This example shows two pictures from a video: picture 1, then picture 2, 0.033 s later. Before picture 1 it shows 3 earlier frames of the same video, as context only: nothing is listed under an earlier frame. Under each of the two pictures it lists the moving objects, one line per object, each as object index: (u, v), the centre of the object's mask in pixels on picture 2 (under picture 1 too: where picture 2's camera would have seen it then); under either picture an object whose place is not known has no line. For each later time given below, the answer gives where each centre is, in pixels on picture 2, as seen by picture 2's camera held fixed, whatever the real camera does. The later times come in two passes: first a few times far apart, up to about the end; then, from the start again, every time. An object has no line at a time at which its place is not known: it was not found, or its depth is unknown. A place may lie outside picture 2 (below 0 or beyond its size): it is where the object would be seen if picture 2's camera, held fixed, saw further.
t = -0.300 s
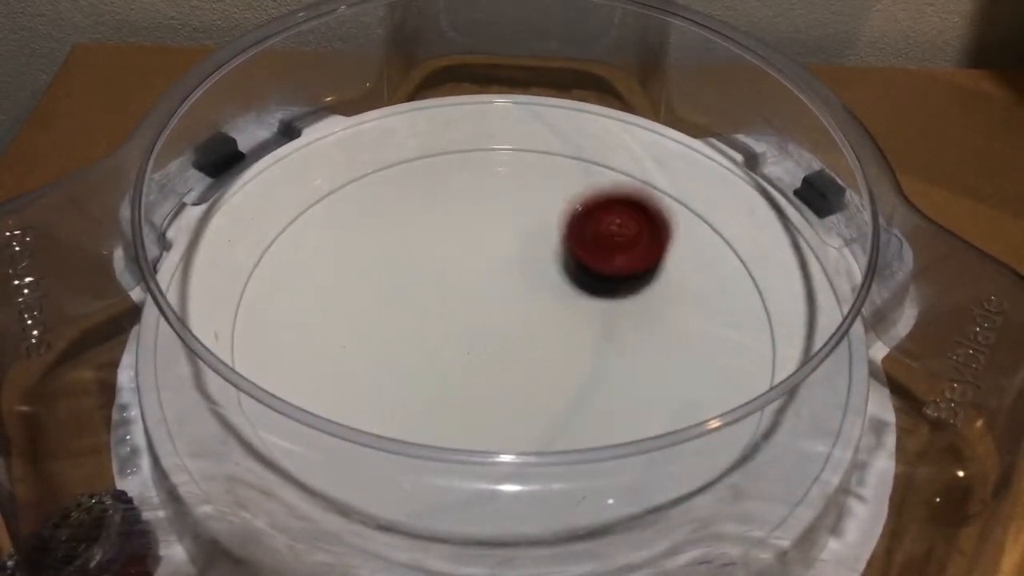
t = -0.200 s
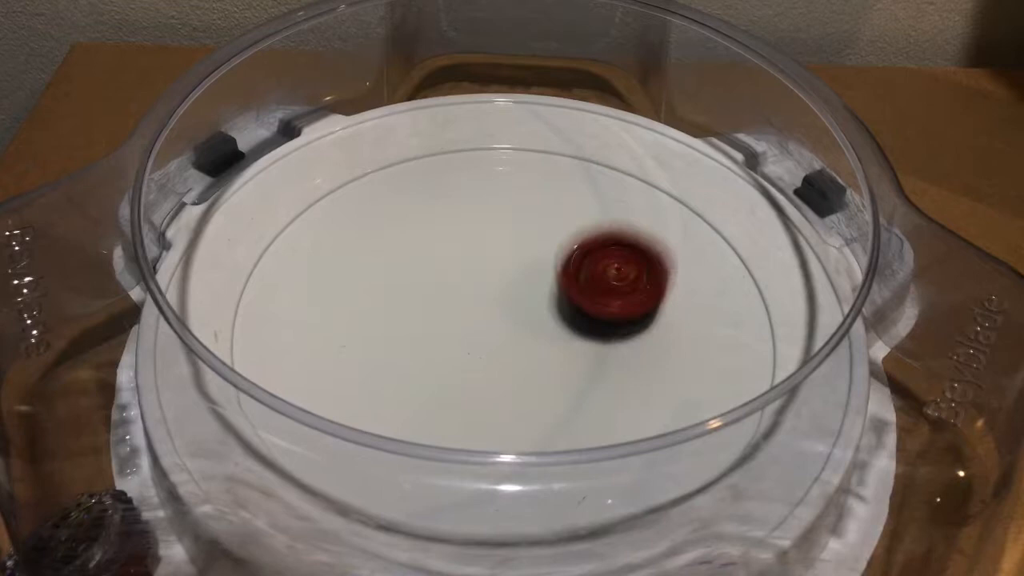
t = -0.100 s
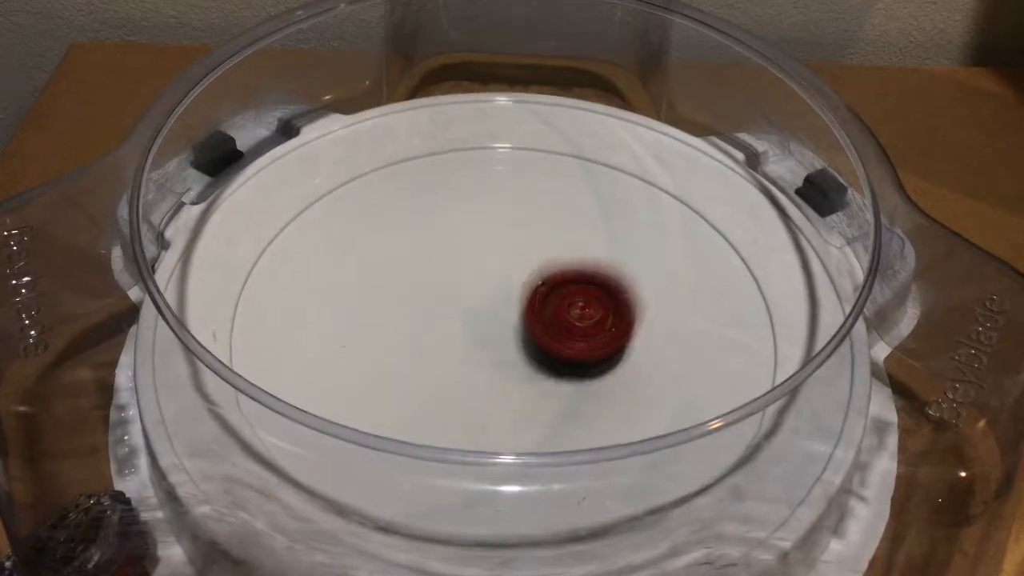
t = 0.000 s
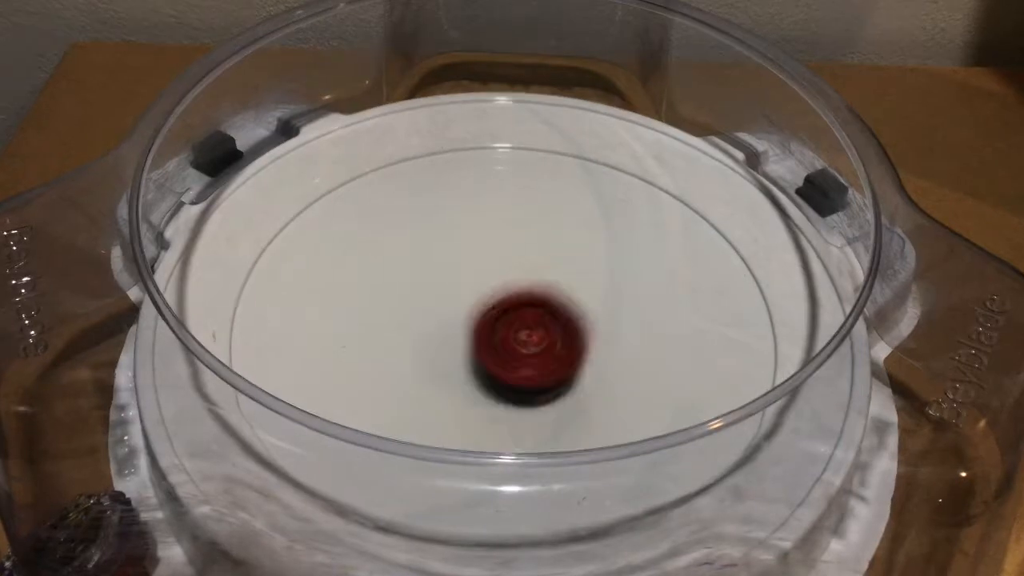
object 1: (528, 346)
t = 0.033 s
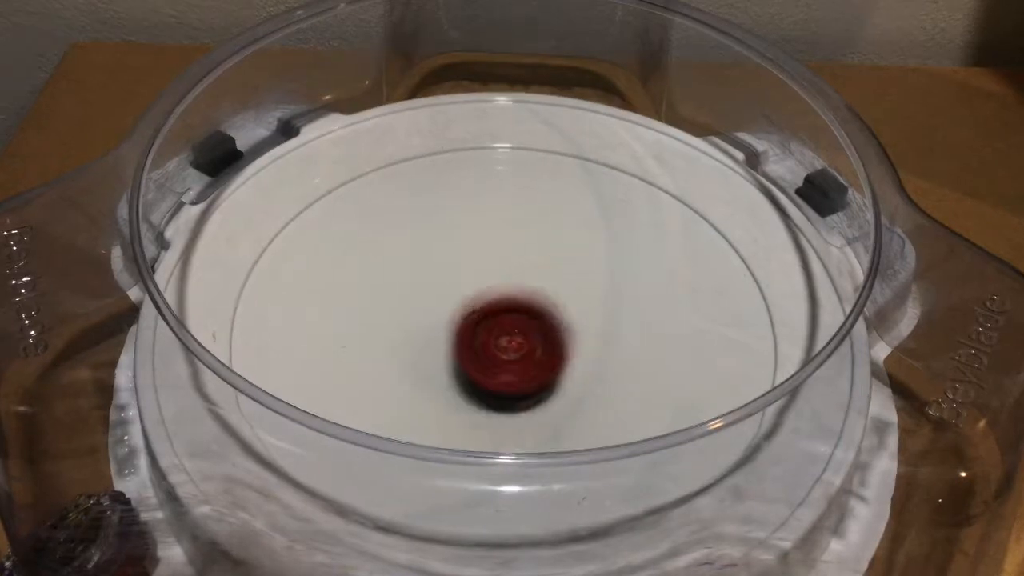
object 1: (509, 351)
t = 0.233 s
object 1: (398, 350)
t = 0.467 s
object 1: (362, 277)
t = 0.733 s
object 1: (500, 266)
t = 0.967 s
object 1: (605, 314)
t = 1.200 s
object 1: (603, 387)
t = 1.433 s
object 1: (482, 358)
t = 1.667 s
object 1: (447, 269)
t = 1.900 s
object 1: (494, 209)
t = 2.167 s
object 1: (566, 271)
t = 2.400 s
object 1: (519, 354)
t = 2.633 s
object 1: (415, 382)
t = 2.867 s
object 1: (401, 314)
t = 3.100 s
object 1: (505, 274)
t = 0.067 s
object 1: (490, 354)
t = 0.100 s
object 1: (471, 357)
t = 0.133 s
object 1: (452, 358)
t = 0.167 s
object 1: (433, 357)
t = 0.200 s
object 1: (415, 355)
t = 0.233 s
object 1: (398, 350)
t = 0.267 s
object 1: (382, 343)
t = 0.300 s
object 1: (369, 335)
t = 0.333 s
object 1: (358, 325)
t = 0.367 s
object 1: (352, 312)
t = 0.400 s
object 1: (351, 300)
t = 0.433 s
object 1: (354, 288)
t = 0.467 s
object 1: (362, 277)
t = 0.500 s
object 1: (375, 269)
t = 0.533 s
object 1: (390, 262)
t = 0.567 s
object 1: (409, 259)
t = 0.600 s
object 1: (427, 258)
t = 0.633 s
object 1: (446, 258)
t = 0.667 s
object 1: (464, 260)
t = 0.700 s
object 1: (483, 262)
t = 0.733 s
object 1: (500, 266)
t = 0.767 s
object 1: (518, 271)
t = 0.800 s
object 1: (534, 276)
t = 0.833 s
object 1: (550, 283)
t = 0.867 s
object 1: (565, 290)
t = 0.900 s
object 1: (580, 297)
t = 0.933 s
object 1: (593, 305)
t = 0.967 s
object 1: (605, 314)
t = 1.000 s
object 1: (614, 324)
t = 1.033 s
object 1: (622, 334)
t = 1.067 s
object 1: (626, 345)
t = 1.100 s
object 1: (628, 357)
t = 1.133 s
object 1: (625, 368)
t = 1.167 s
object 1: (616, 379)
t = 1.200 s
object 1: (603, 387)
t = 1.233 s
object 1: (586, 391)
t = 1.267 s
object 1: (566, 393)
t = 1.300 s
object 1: (546, 392)
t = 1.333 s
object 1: (527, 387)
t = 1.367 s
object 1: (511, 379)
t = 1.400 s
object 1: (495, 370)
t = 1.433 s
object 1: (482, 358)
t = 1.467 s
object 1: (471, 346)
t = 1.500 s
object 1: (463, 333)
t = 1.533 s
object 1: (456, 320)
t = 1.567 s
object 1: (452, 307)
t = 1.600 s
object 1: (448, 294)
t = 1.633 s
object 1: (447, 281)
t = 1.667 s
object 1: (447, 269)
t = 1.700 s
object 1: (448, 258)
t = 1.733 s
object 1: (451, 246)
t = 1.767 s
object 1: (455, 235)
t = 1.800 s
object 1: (462, 227)
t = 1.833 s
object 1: (471, 218)
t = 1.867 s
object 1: (482, 211)
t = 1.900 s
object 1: (494, 209)
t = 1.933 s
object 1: (508, 207)
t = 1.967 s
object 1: (522, 209)
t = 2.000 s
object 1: (534, 214)
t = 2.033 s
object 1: (545, 222)
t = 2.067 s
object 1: (555, 232)
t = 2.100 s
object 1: (561, 245)
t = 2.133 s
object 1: (565, 258)
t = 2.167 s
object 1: (566, 271)
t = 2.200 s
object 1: (564, 285)
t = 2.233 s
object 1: (561, 298)
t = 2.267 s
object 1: (555, 311)
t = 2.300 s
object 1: (548, 323)
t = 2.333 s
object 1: (539, 334)
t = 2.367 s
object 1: (530, 345)
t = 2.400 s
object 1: (519, 354)
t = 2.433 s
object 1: (507, 364)
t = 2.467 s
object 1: (493, 371)
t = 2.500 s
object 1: (479, 377)
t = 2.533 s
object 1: (464, 382)
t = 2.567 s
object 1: (447, 385)
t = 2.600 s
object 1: (431, 385)
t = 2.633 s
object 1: (415, 382)
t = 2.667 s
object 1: (400, 378)
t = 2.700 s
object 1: (389, 370)
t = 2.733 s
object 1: (382, 359)
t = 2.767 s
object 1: (380, 347)
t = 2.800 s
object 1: (383, 335)
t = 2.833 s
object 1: (391, 323)
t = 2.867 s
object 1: (401, 314)
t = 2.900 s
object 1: (414, 304)
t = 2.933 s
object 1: (427, 297)
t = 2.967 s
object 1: (441, 290)
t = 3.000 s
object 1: (456, 285)
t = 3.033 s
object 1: (472, 280)
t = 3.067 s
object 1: (488, 277)
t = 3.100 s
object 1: (505, 274)
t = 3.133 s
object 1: (521, 272)
